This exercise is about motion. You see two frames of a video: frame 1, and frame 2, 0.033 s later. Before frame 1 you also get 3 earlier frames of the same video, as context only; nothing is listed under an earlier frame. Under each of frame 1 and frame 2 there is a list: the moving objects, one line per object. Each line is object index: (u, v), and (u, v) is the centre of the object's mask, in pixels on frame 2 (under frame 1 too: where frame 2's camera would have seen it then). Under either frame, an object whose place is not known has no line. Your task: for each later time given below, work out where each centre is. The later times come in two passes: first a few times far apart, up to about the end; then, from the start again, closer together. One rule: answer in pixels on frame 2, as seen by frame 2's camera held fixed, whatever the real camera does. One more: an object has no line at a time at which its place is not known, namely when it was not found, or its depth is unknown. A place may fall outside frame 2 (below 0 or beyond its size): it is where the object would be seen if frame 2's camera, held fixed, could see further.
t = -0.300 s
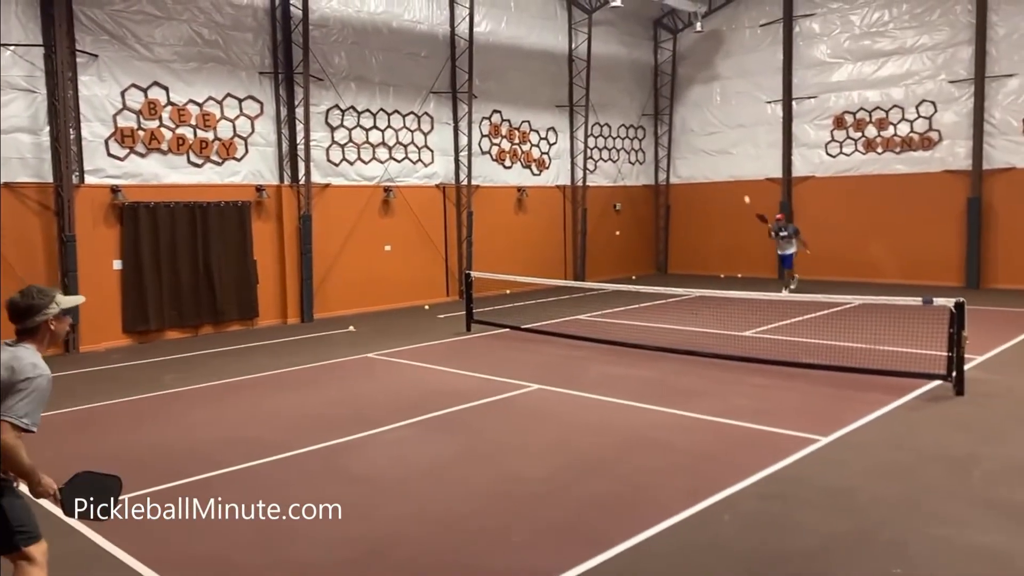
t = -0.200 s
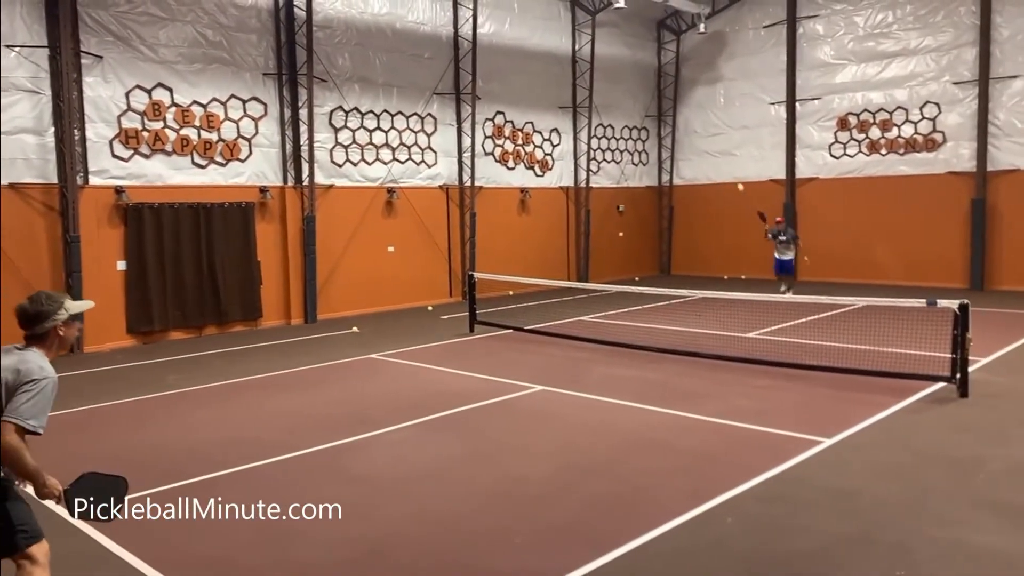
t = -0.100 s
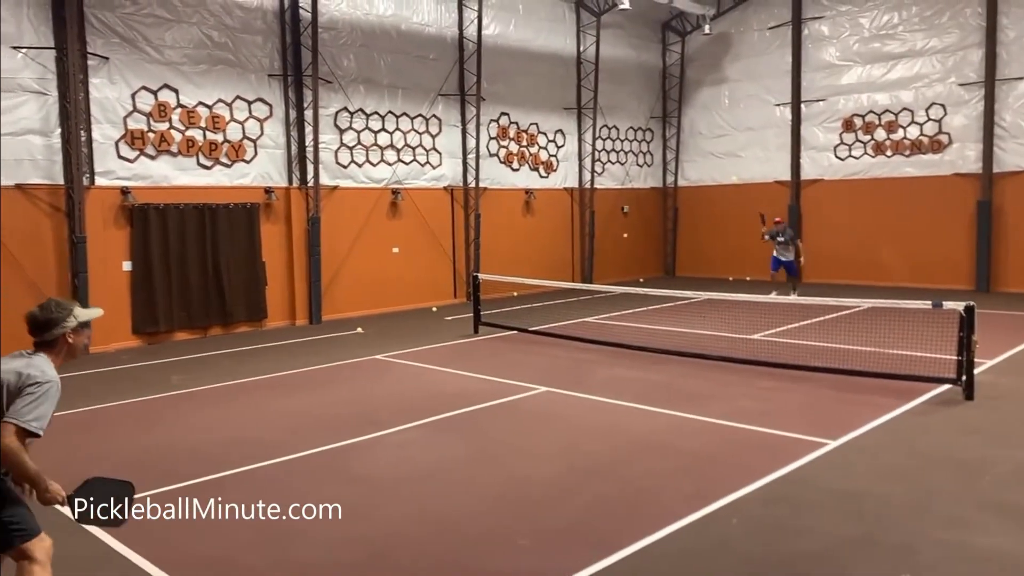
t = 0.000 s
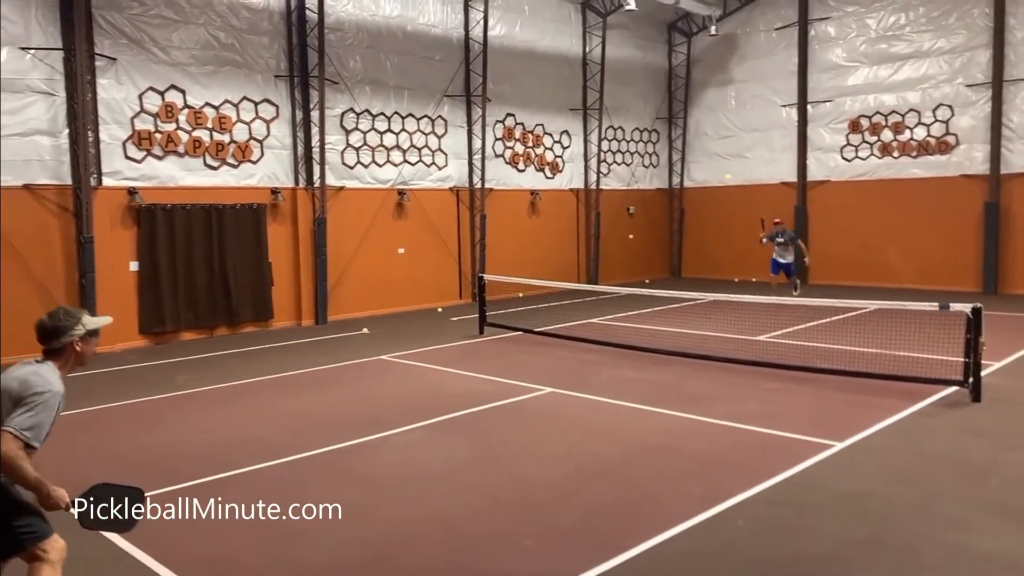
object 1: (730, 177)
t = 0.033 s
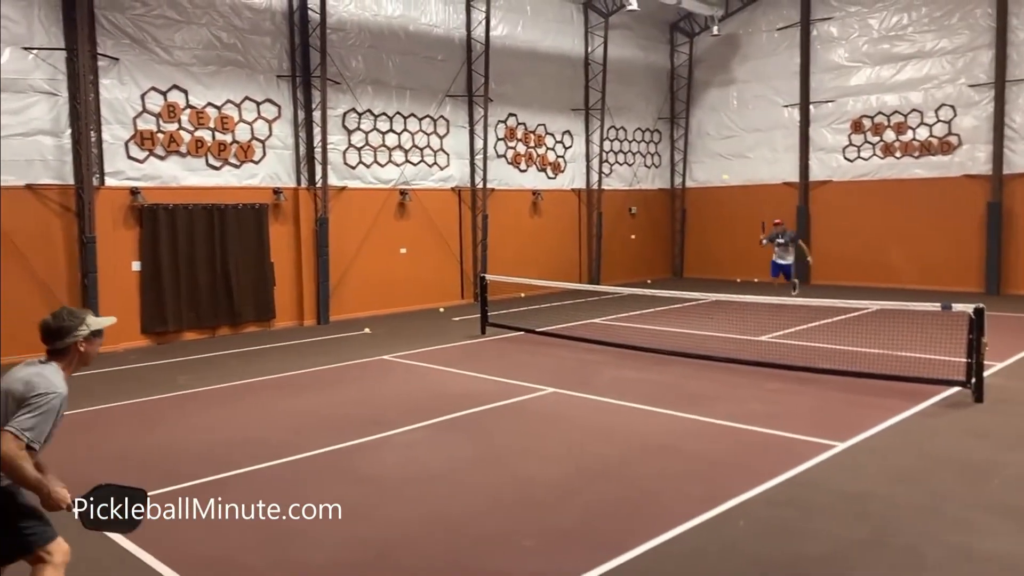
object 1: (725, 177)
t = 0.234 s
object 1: (692, 200)
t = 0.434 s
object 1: (650, 270)
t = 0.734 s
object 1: (566, 473)
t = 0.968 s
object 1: (519, 411)
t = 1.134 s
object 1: (479, 419)
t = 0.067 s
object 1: (720, 178)
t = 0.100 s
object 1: (715, 181)
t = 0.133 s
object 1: (709, 185)
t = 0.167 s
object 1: (704, 189)
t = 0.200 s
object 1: (698, 194)
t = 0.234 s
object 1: (692, 200)
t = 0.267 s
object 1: (686, 208)
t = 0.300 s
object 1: (679, 218)
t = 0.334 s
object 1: (672, 228)
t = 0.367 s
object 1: (665, 240)
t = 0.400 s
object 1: (658, 254)
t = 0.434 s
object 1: (650, 270)
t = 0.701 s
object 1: (574, 474)
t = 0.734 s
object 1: (566, 473)
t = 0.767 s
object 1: (559, 459)
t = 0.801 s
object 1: (553, 448)
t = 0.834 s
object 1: (546, 437)
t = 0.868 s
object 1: (539, 428)
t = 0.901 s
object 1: (533, 421)
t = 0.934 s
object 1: (526, 415)
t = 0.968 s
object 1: (519, 411)
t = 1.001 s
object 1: (512, 409)
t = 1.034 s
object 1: (504, 409)
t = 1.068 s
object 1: (496, 411)
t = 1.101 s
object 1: (487, 413)
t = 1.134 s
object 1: (479, 419)
